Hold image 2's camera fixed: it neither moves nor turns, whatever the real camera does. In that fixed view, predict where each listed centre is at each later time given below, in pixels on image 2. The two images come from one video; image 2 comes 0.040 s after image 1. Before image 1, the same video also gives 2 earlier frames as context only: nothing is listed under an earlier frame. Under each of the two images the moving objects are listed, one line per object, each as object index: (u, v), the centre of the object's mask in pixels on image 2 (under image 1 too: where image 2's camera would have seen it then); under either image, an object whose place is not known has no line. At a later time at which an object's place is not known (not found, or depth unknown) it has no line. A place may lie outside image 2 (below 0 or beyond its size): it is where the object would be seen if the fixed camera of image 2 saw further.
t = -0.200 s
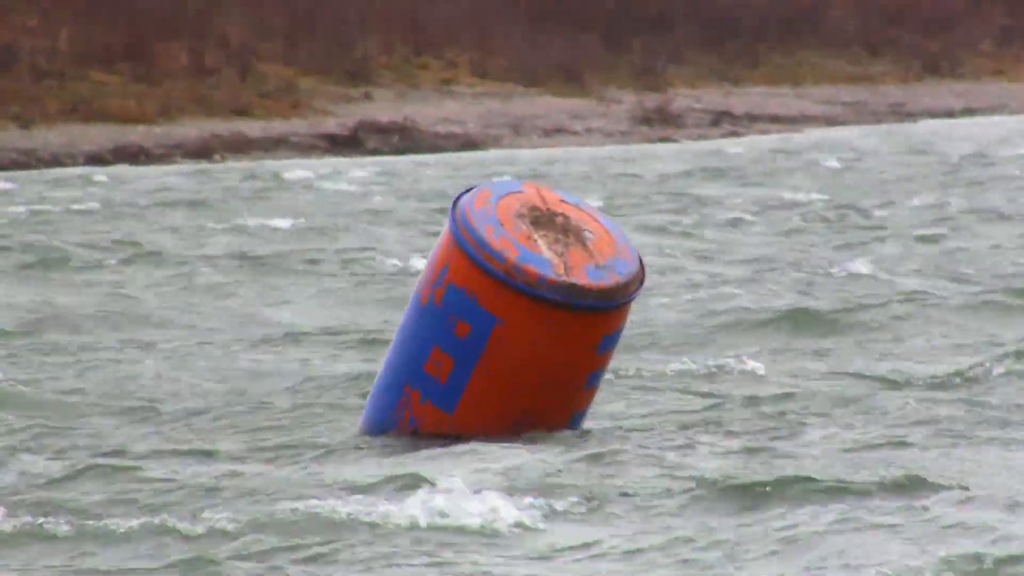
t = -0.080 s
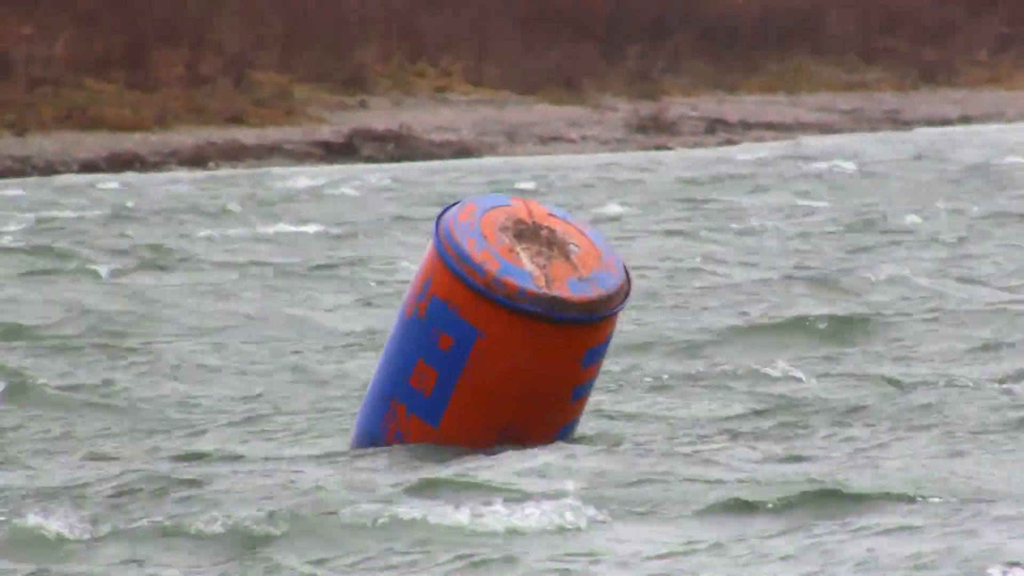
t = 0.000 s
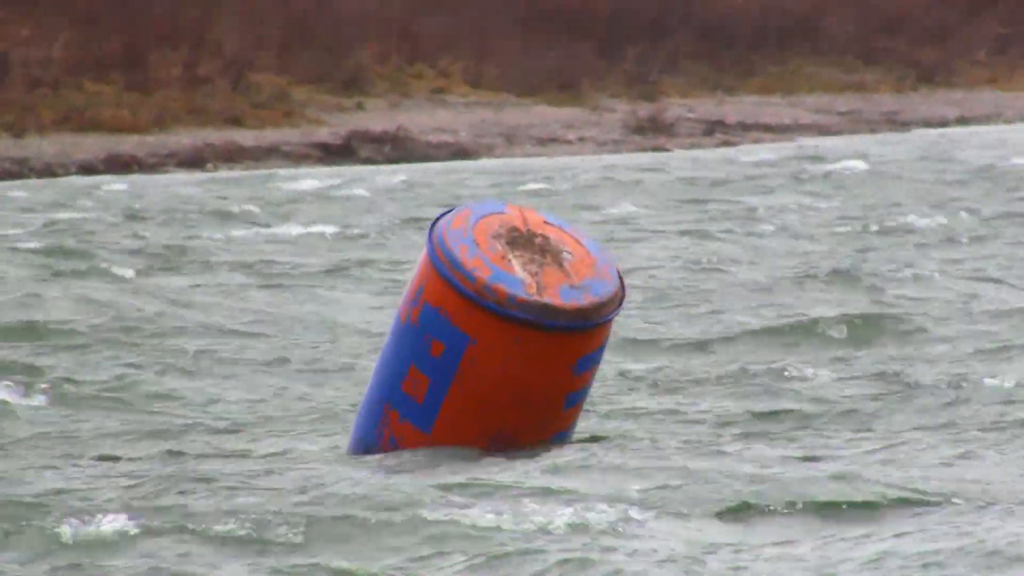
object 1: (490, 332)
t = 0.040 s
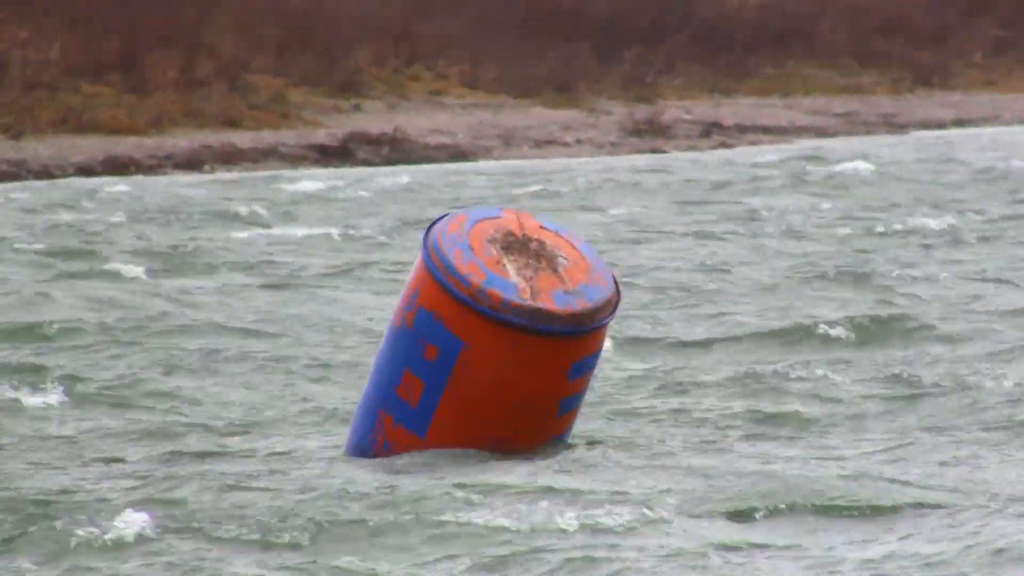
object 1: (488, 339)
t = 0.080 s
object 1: (485, 340)
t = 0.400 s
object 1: (480, 354)
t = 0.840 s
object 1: (464, 320)
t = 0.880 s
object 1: (465, 318)
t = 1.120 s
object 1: (463, 318)
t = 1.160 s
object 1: (462, 320)
